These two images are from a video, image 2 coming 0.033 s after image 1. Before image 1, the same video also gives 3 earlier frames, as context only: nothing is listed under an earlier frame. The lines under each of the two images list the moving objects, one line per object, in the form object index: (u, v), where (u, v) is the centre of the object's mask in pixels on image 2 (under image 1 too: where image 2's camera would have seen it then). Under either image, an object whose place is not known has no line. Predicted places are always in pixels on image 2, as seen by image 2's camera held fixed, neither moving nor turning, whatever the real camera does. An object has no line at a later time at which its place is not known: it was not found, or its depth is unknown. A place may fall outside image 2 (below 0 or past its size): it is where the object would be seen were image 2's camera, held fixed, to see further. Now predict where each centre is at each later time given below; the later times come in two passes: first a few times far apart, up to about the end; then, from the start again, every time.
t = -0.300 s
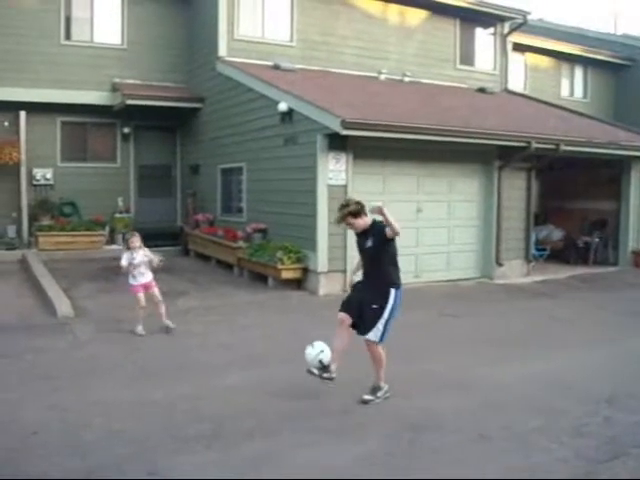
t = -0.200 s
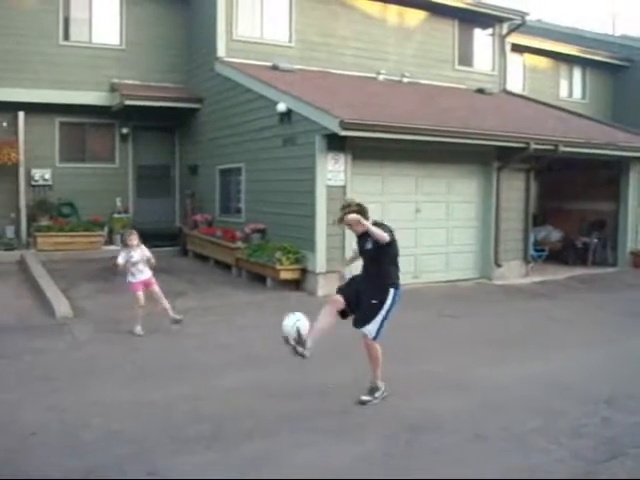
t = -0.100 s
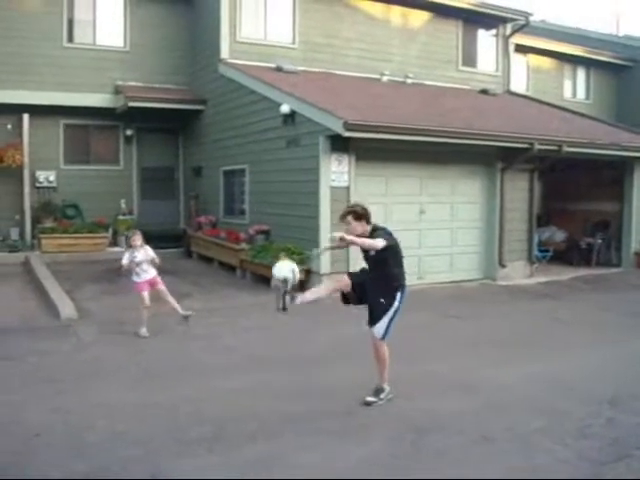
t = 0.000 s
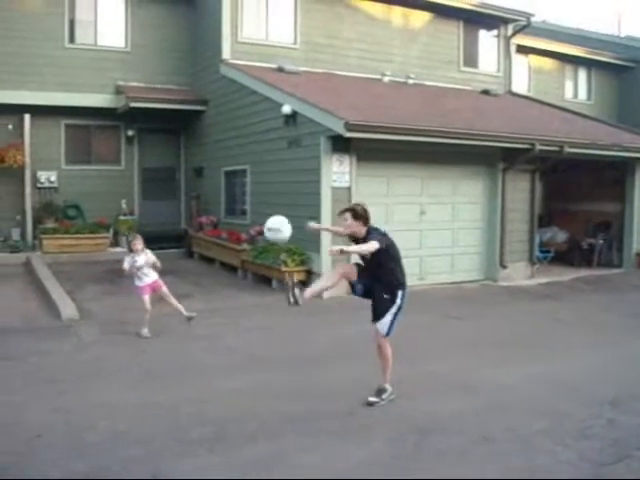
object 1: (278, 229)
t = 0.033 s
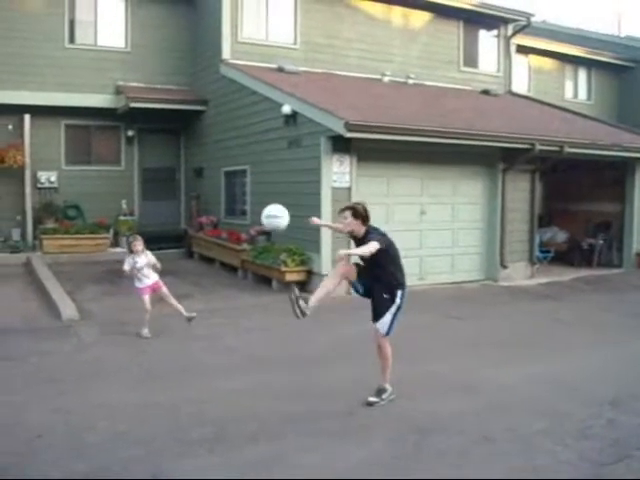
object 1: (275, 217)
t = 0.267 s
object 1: (255, 176)
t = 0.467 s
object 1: (240, 196)
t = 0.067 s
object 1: (273, 207)
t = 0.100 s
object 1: (270, 197)
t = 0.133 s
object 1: (267, 190)
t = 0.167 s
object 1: (264, 184)
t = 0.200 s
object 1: (261, 180)
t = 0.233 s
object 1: (258, 177)
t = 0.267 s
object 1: (255, 176)
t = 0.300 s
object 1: (253, 176)
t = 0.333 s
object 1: (250, 177)
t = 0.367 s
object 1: (248, 179)
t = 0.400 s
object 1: (245, 183)
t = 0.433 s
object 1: (242, 188)
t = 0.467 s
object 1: (240, 196)
